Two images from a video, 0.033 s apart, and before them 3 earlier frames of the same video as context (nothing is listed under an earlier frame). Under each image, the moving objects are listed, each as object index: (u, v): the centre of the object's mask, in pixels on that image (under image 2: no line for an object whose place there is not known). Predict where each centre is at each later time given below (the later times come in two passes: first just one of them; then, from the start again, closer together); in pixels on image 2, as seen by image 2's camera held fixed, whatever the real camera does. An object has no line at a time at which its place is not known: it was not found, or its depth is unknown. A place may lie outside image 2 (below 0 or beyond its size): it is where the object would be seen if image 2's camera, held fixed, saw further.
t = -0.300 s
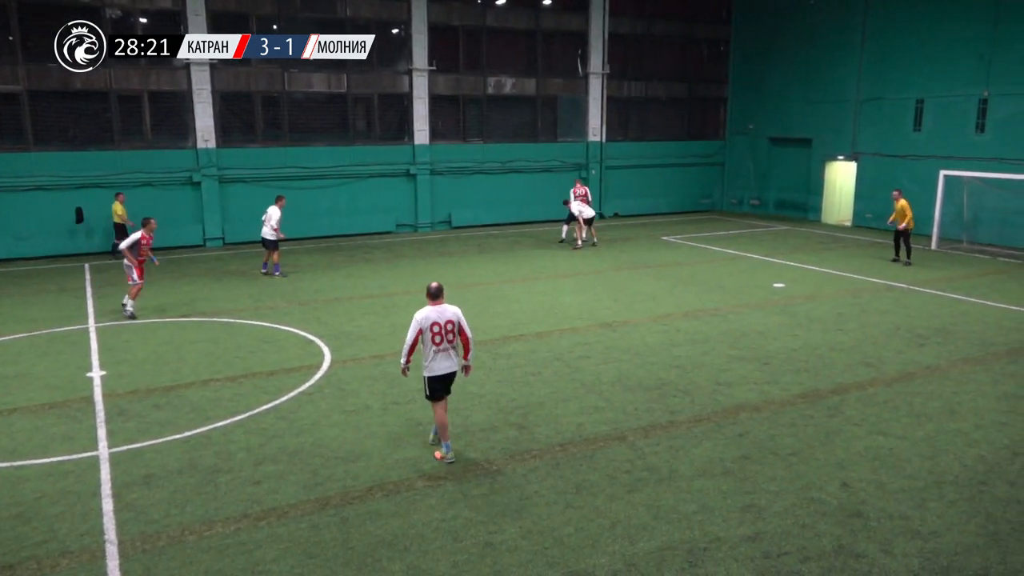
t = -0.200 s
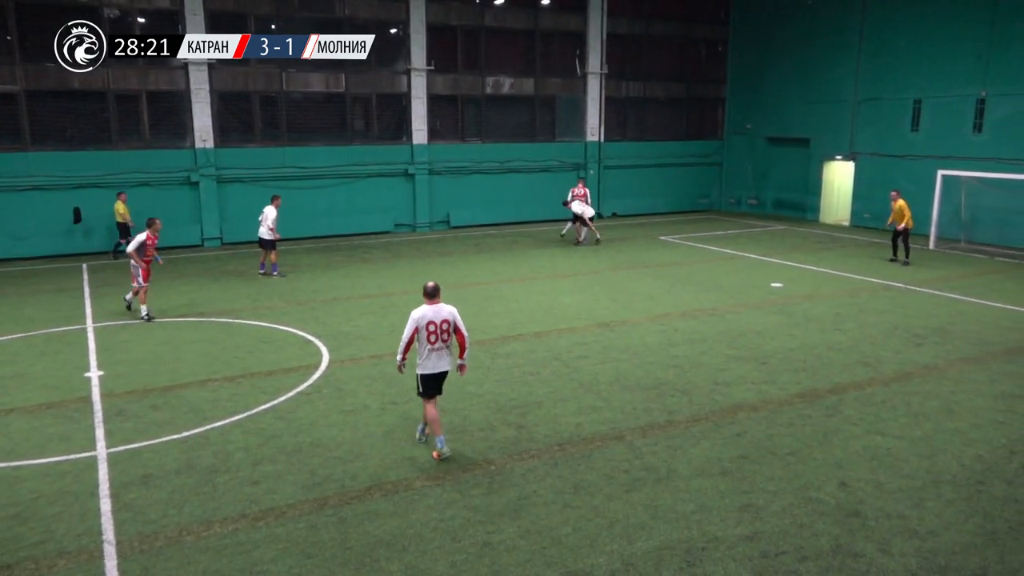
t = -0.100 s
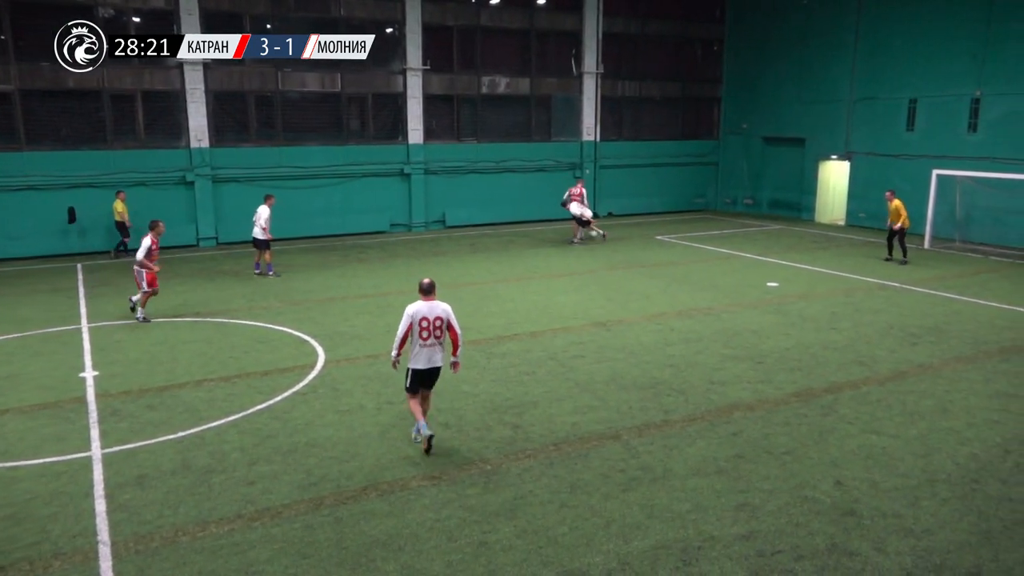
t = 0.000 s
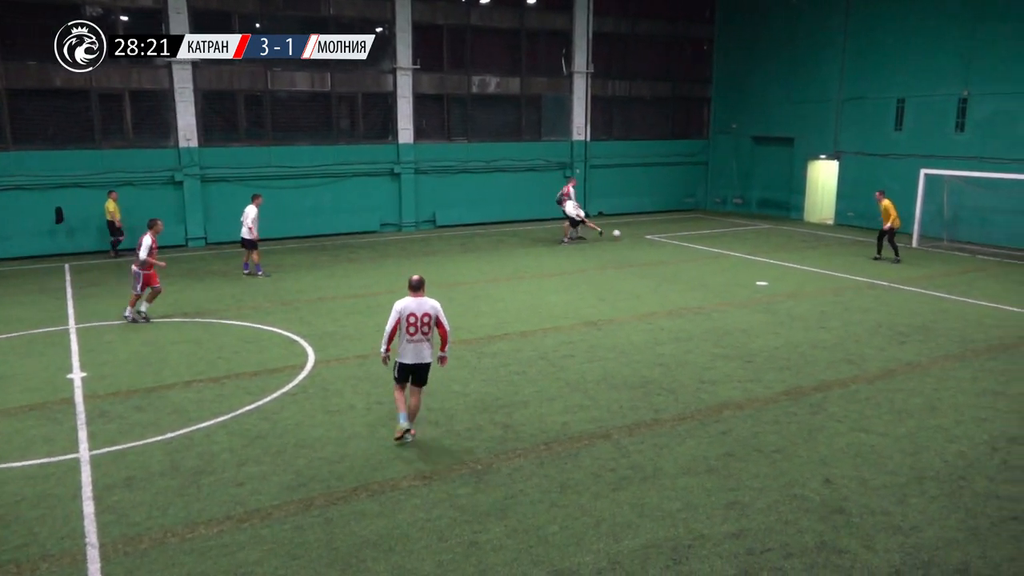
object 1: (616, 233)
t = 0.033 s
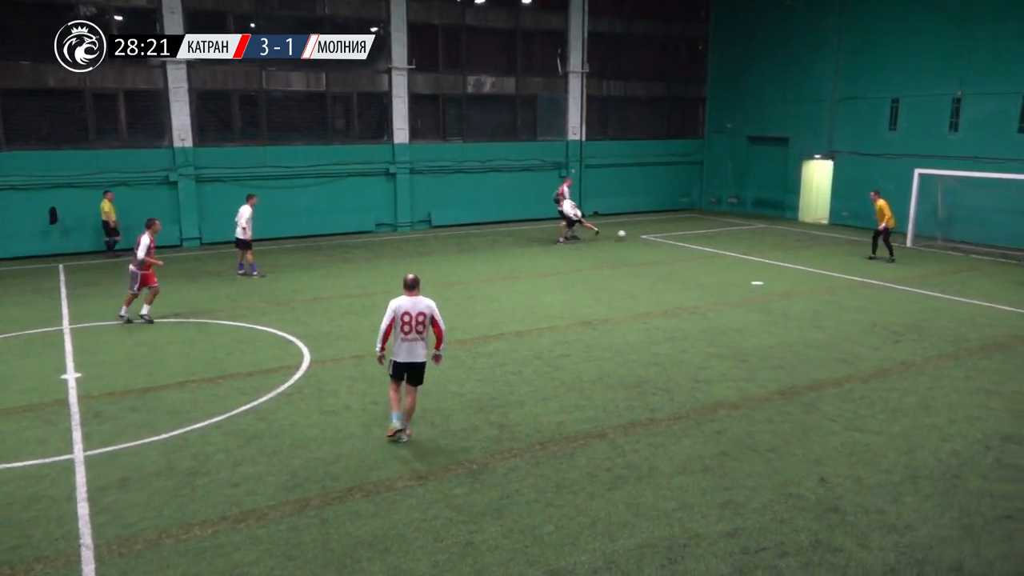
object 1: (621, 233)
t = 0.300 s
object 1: (703, 241)
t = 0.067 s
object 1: (635, 234)
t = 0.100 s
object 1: (644, 236)
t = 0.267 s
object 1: (695, 240)
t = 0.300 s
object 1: (703, 241)
